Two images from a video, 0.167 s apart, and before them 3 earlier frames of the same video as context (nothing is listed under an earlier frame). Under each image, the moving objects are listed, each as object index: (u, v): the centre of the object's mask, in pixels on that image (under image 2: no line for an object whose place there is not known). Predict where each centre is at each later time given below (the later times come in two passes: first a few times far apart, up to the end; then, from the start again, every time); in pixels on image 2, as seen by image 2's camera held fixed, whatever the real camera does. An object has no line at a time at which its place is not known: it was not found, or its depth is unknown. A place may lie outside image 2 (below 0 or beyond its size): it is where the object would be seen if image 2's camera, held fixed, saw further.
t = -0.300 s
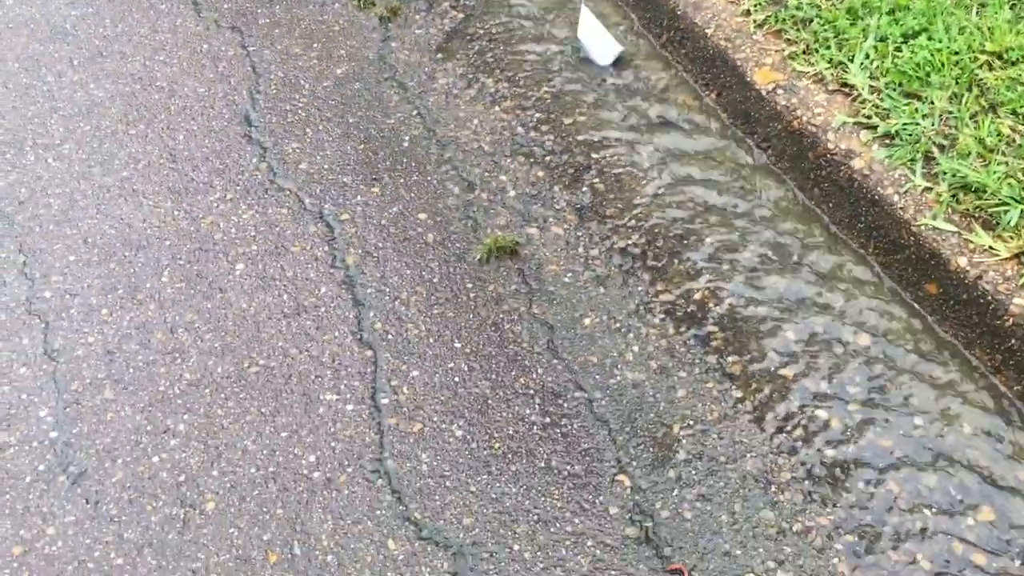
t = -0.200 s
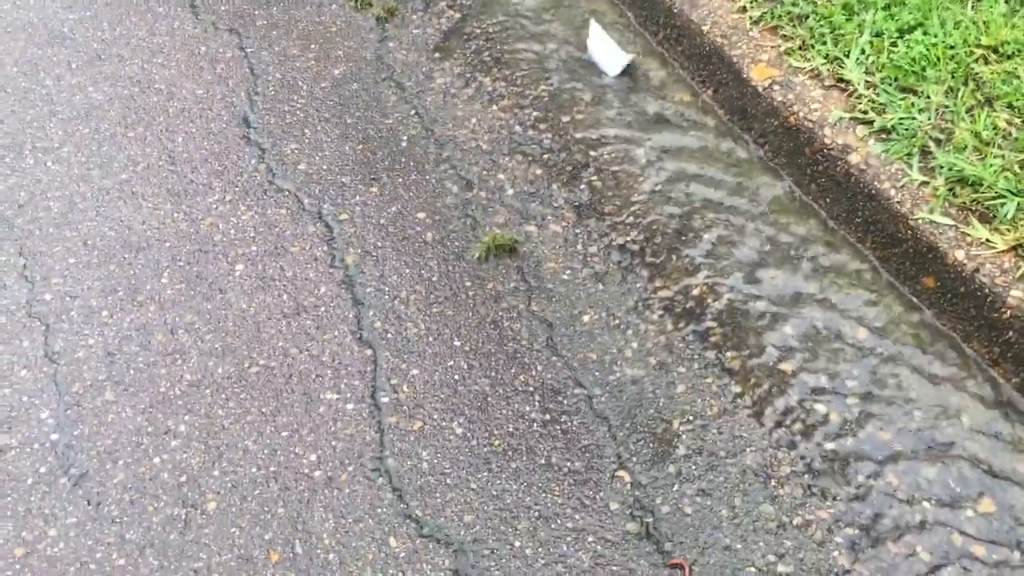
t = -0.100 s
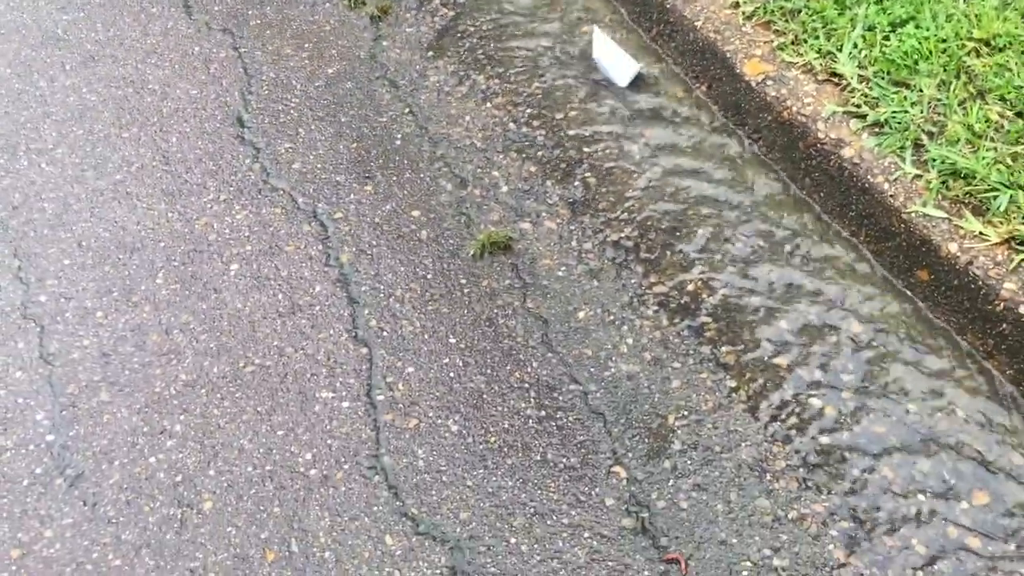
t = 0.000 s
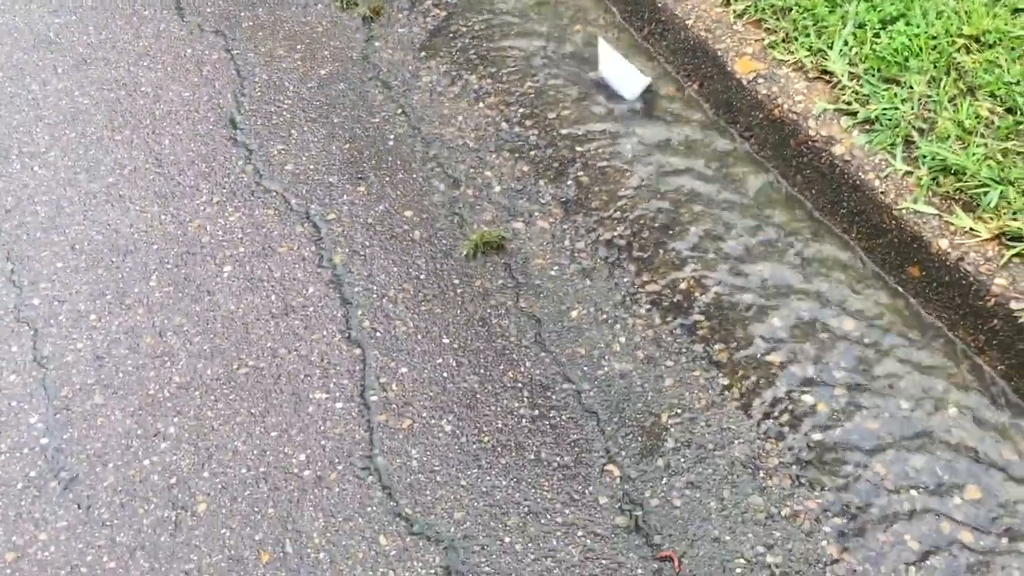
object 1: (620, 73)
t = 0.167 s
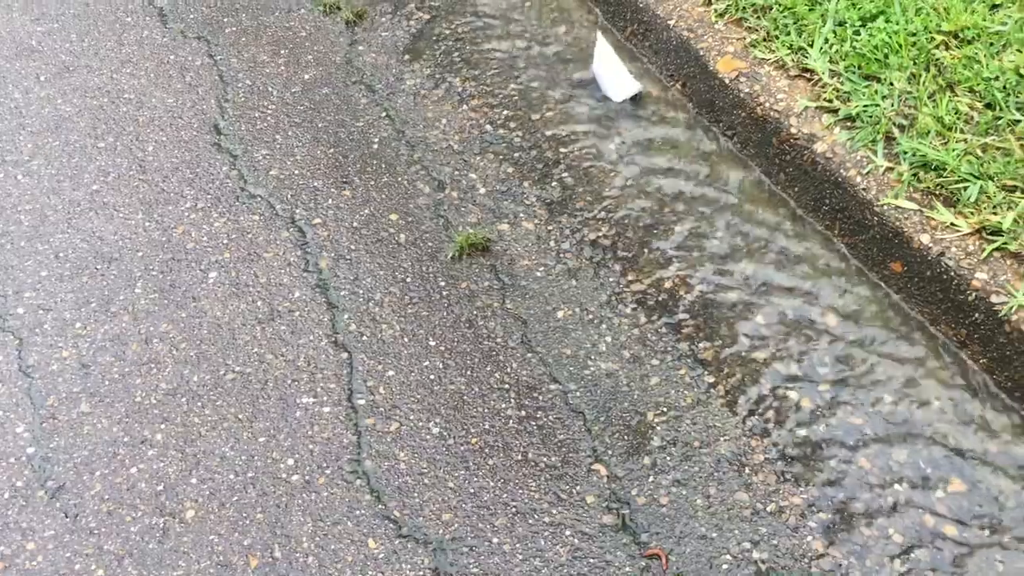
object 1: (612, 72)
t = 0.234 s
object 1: (621, 70)
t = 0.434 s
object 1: (638, 71)
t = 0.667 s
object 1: (658, 93)
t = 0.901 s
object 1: (683, 124)
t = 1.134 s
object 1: (712, 158)
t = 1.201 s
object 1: (721, 169)
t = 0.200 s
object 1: (616, 71)
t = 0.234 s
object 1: (621, 70)
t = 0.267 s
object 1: (626, 69)
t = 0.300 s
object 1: (631, 69)
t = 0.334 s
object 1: (632, 69)
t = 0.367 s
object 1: (634, 68)
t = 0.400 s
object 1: (636, 69)
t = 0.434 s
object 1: (638, 71)
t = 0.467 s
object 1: (641, 73)
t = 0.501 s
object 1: (642, 75)
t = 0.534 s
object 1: (645, 78)
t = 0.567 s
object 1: (648, 82)
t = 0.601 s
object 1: (651, 86)
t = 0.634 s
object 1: (655, 90)
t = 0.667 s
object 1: (658, 93)
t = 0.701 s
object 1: (661, 97)
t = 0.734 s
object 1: (665, 101)
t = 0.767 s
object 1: (670, 106)
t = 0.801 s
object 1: (673, 111)
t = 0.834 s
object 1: (676, 115)
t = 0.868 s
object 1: (679, 120)
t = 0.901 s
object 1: (683, 124)
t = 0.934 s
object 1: (687, 128)
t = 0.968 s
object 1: (691, 133)
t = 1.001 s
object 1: (695, 138)
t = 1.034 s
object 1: (700, 143)
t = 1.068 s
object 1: (704, 148)
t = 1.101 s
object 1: (708, 153)
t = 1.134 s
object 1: (712, 158)
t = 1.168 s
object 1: (716, 163)
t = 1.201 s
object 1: (721, 169)
